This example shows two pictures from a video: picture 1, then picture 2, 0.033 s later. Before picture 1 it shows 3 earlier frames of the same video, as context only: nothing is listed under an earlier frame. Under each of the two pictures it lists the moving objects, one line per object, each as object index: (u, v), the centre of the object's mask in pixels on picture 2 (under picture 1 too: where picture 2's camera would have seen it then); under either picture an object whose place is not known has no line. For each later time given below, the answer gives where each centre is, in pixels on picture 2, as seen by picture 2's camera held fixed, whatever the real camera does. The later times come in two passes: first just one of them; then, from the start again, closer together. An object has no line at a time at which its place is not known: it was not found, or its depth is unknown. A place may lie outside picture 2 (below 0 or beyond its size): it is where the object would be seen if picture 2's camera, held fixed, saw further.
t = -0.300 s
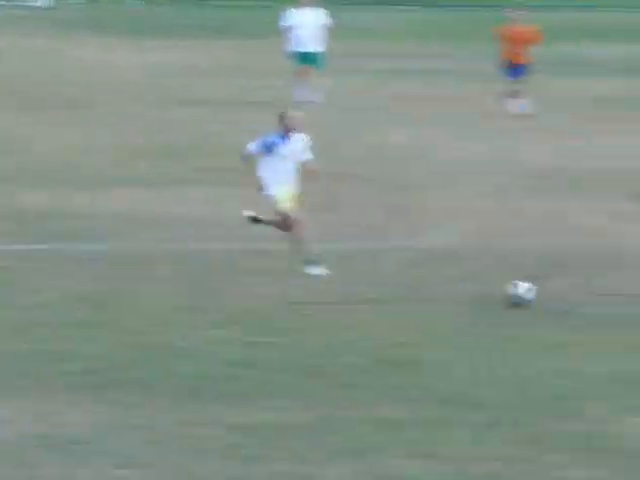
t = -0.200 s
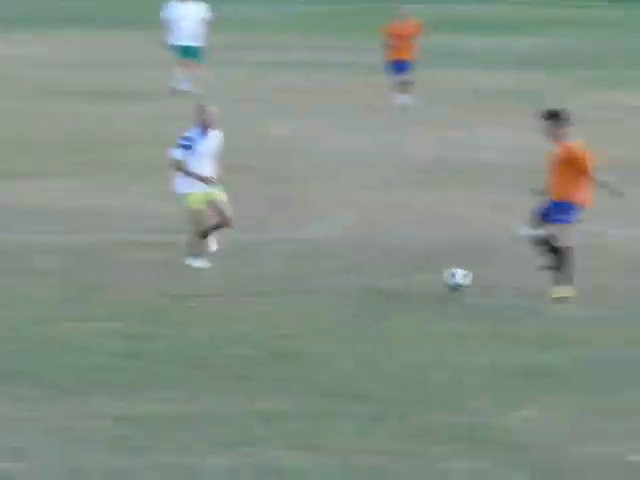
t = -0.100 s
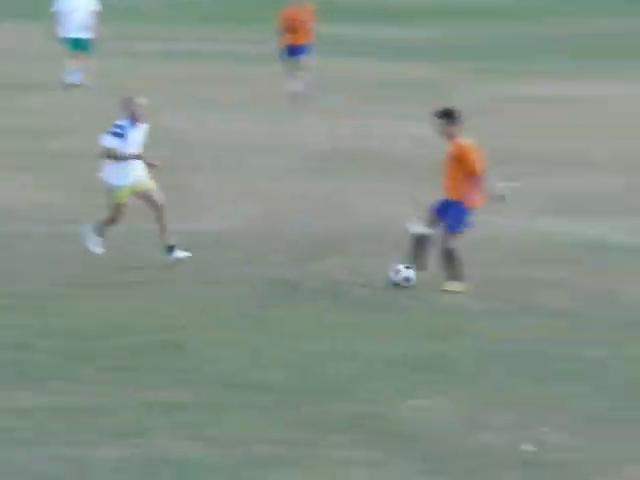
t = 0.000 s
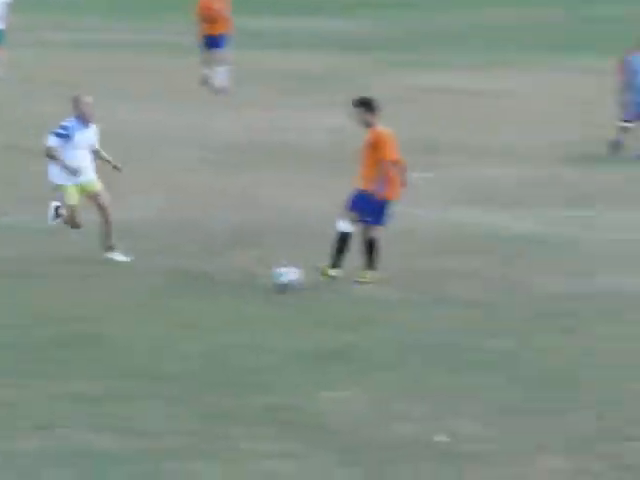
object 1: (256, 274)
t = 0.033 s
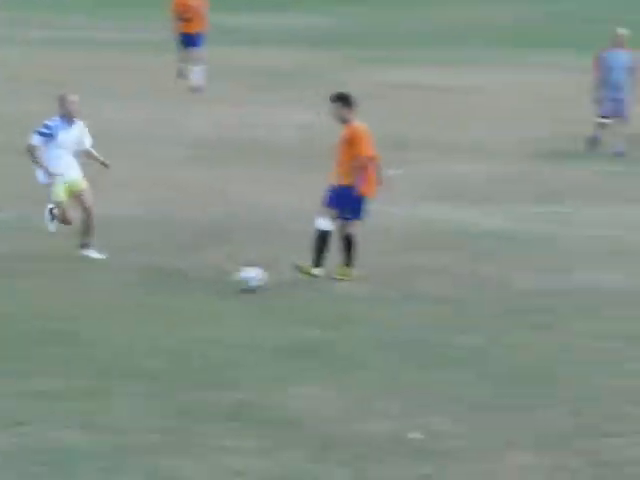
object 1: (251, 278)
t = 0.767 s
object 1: (48, 360)
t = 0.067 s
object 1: (235, 283)
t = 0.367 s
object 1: (140, 317)
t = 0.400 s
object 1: (131, 321)
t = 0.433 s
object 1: (124, 323)
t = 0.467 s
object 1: (115, 324)
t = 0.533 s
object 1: (99, 331)
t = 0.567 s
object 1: (96, 337)
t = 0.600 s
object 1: (87, 343)
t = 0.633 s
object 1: (80, 346)
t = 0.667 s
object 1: (73, 349)
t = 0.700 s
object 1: (64, 352)
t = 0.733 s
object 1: (55, 356)
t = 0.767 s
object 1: (48, 360)
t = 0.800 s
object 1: (40, 362)
